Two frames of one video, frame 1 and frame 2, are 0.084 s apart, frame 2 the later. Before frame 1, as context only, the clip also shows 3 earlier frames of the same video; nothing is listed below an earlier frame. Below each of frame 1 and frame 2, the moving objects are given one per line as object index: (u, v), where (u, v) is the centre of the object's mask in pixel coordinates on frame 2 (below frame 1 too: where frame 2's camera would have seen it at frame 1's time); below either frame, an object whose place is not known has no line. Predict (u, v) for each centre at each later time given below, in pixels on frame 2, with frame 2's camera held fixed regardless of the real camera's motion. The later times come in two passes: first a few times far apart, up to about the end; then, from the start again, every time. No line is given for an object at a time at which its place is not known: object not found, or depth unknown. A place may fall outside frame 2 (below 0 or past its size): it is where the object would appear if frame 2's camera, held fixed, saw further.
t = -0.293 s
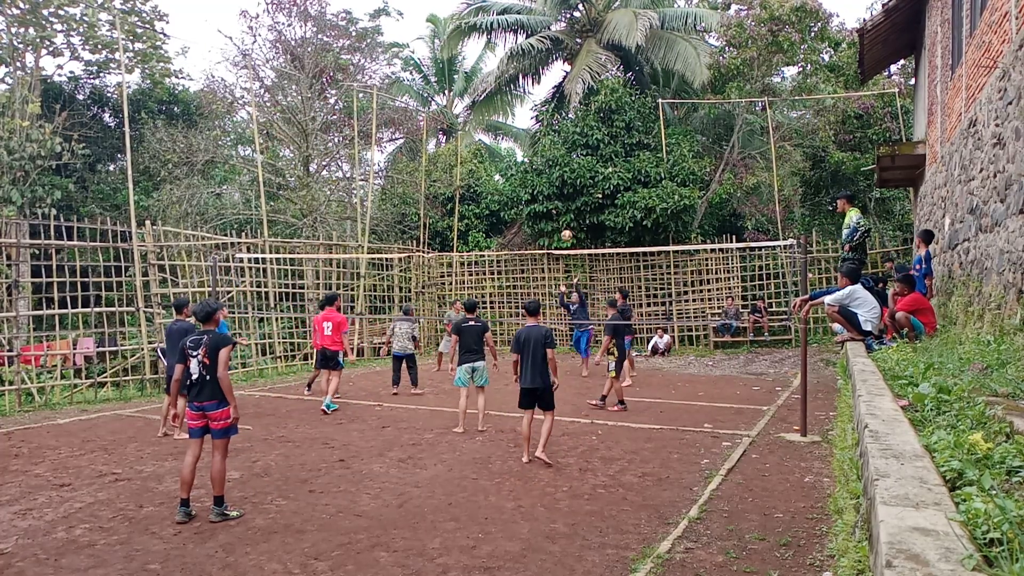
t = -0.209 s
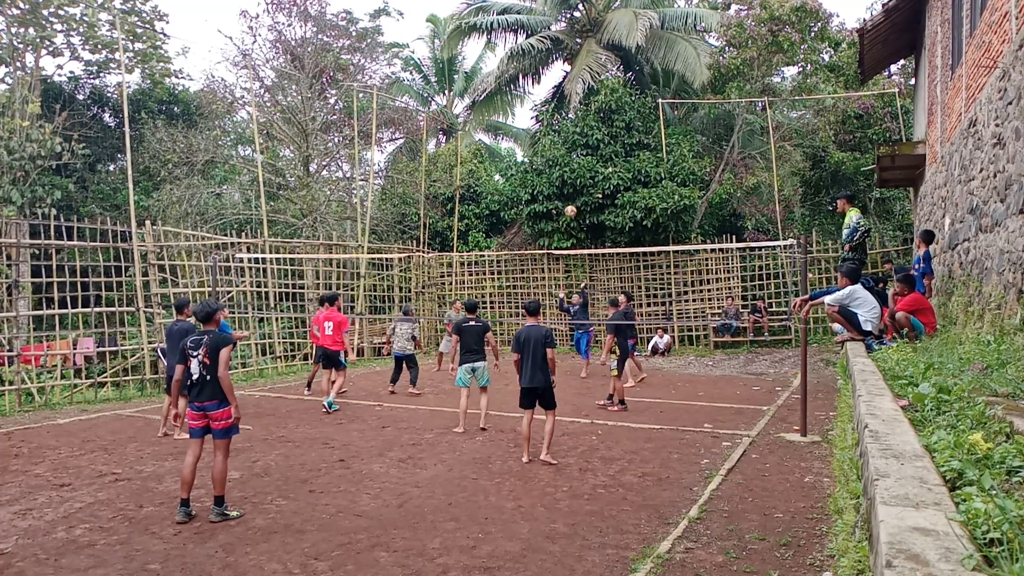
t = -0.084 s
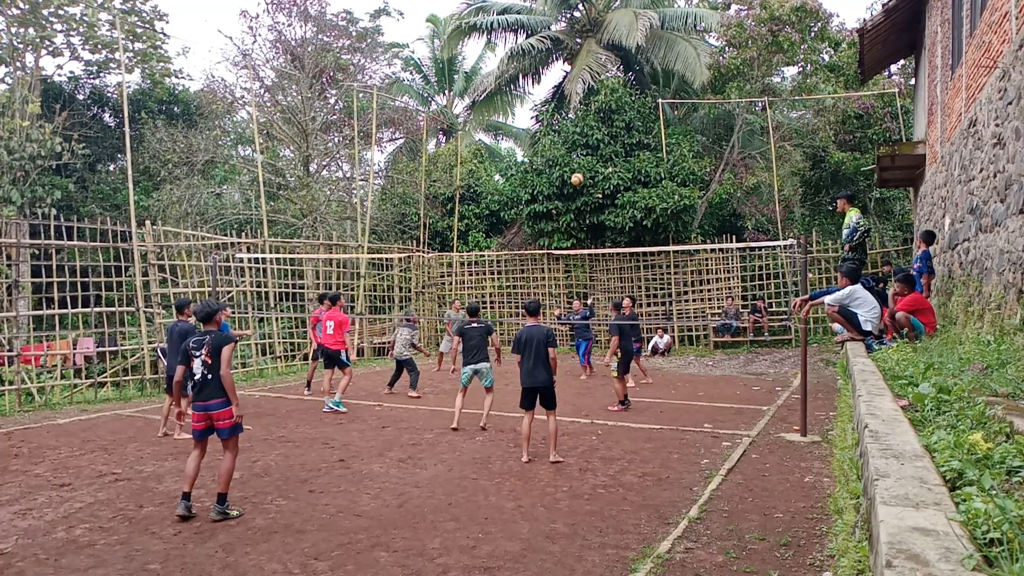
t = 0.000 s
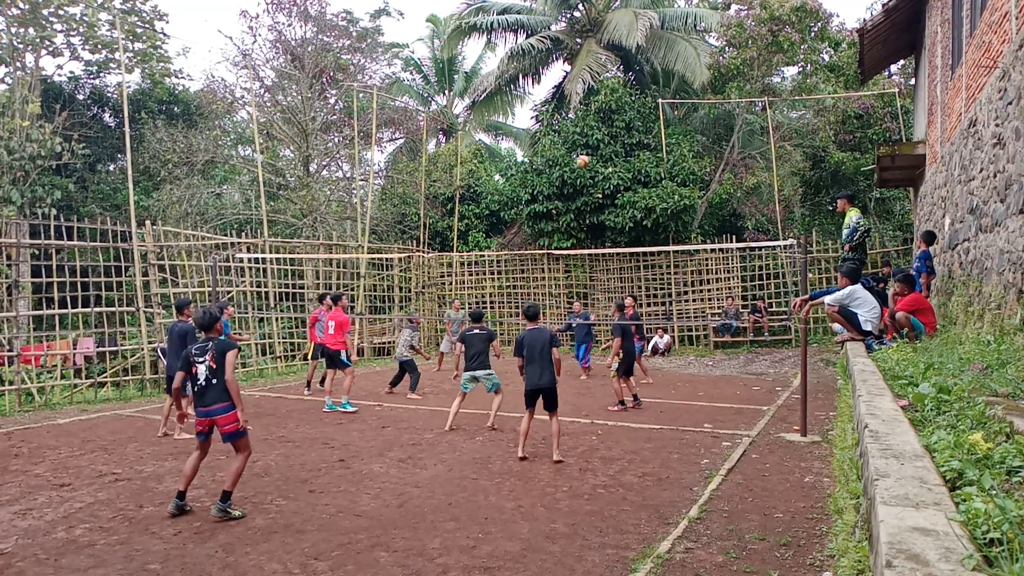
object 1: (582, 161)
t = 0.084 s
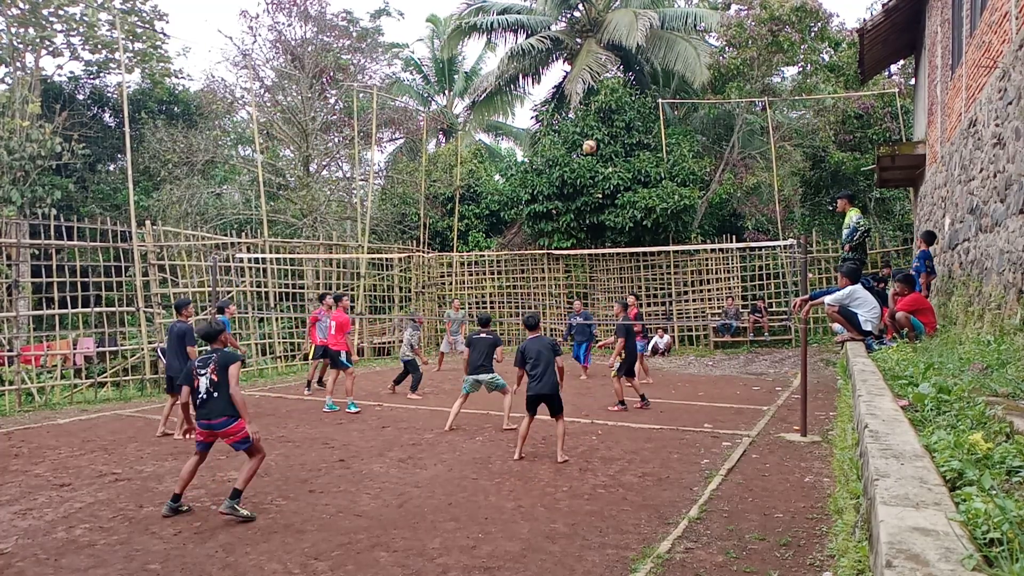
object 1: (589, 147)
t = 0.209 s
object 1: (600, 131)
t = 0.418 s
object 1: (623, 129)
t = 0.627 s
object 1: (649, 161)
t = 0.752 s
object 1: (669, 203)
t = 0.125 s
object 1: (593, 141)
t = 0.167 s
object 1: (596, 135)
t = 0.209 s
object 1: (600, 131)
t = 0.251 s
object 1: (604, 129)
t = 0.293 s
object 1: (608, 127)
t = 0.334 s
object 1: (613, 126)
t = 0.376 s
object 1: (617, 126)
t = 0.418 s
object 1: (623, 129)
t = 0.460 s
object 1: (627, 132)
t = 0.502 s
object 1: (633, 137)
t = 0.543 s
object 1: (638, 143)
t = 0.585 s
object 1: (644, 151)
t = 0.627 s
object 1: (649, 161)
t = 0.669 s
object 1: (656, 173)
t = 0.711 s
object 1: (662, 187)
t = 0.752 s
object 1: (669, 203)
